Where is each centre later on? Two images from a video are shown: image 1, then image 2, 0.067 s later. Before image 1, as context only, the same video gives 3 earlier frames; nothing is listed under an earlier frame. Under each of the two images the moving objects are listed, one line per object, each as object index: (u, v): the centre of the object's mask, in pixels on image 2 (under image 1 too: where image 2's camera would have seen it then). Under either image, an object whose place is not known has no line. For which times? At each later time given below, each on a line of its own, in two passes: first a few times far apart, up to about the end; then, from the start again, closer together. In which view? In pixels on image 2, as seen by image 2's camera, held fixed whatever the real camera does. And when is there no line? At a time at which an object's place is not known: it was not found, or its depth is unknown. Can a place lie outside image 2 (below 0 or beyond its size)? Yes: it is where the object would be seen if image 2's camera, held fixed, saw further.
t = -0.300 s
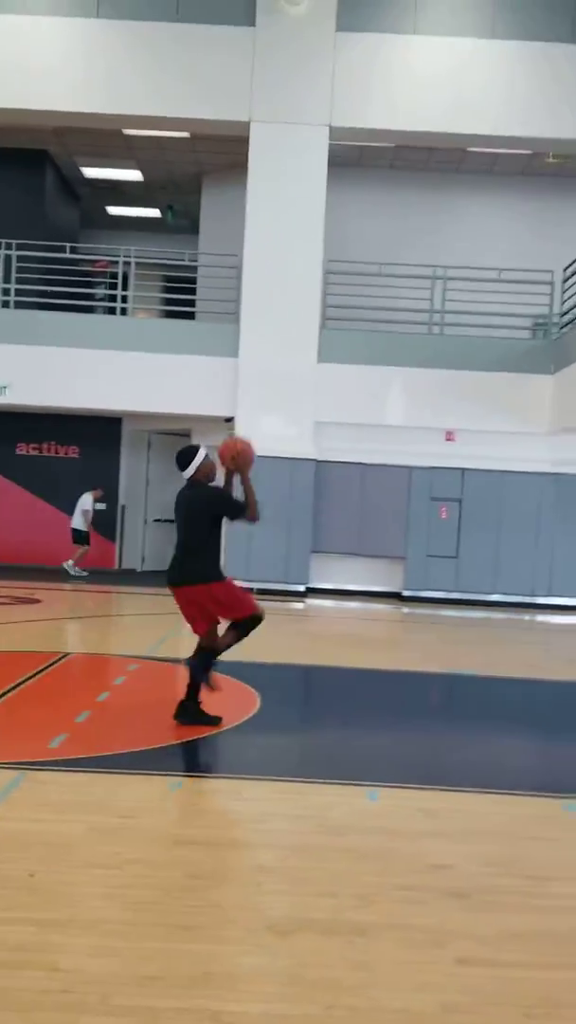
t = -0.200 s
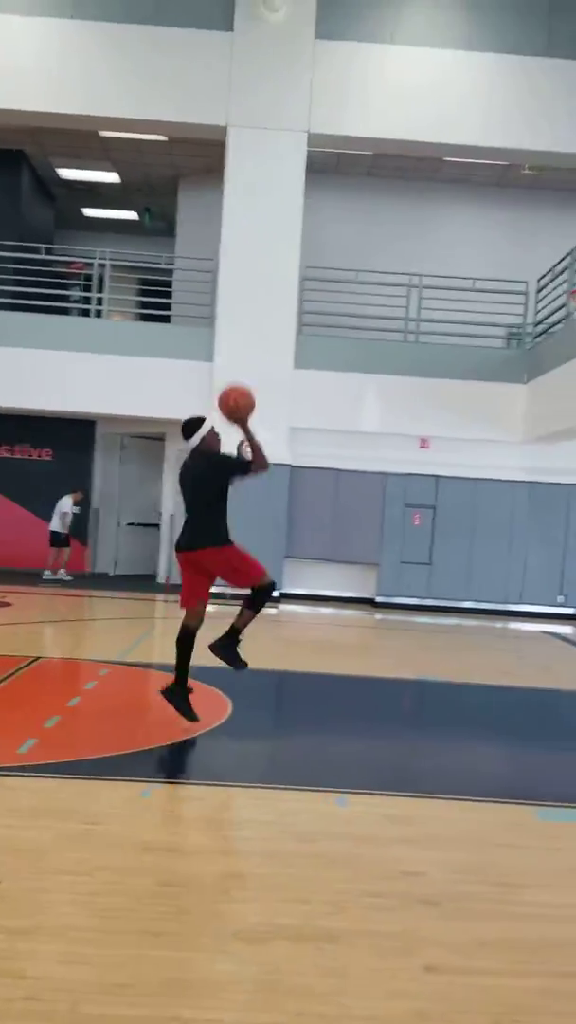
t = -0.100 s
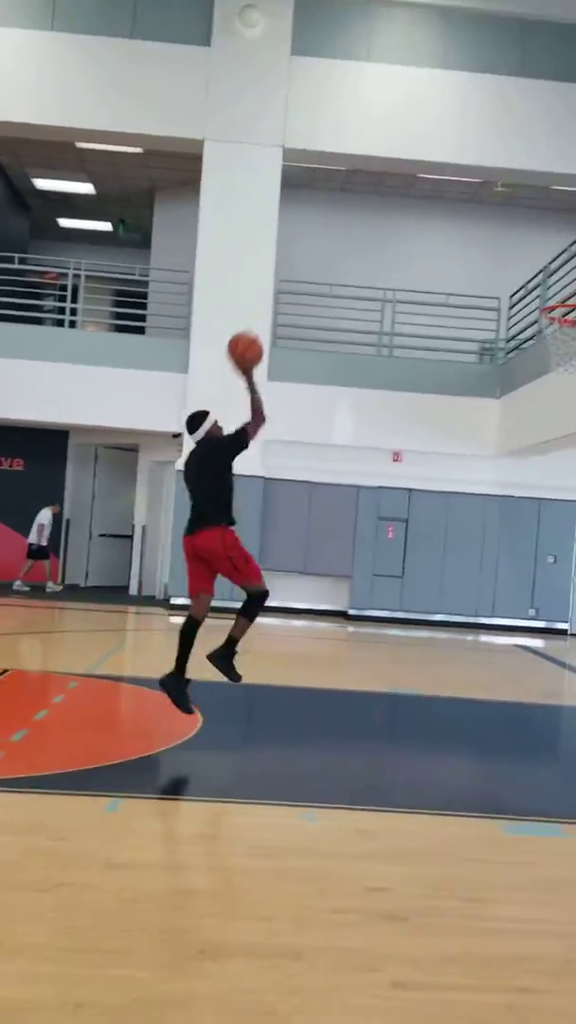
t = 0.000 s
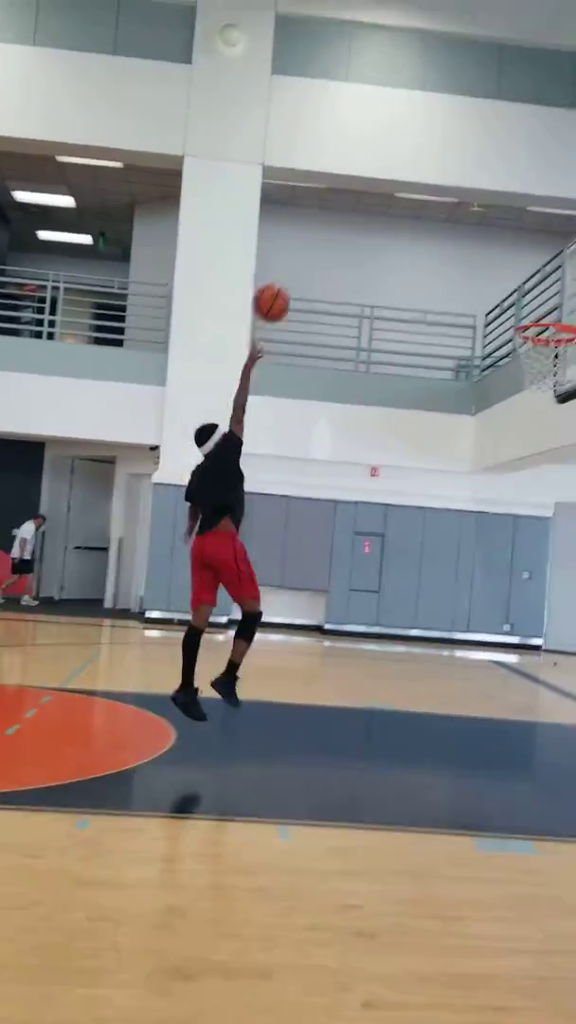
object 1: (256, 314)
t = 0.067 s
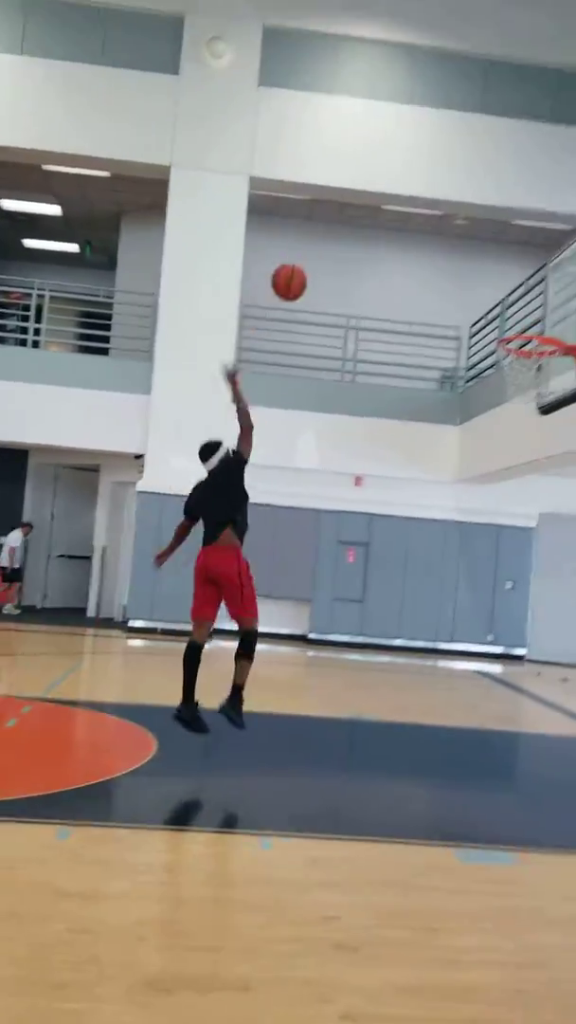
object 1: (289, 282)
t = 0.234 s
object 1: (363, 236)
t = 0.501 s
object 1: (464, 243)
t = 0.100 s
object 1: (305, 269)
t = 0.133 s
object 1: (319, 258)
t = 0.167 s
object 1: (334, 250)
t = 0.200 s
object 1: (349, 242)
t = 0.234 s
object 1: (363, 236)
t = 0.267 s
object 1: (377, 231)
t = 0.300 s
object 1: (391, 228)
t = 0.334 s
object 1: (404, 230)
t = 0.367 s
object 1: (417, 229)
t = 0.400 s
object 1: (429, 230)
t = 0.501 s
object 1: (464, 243)
